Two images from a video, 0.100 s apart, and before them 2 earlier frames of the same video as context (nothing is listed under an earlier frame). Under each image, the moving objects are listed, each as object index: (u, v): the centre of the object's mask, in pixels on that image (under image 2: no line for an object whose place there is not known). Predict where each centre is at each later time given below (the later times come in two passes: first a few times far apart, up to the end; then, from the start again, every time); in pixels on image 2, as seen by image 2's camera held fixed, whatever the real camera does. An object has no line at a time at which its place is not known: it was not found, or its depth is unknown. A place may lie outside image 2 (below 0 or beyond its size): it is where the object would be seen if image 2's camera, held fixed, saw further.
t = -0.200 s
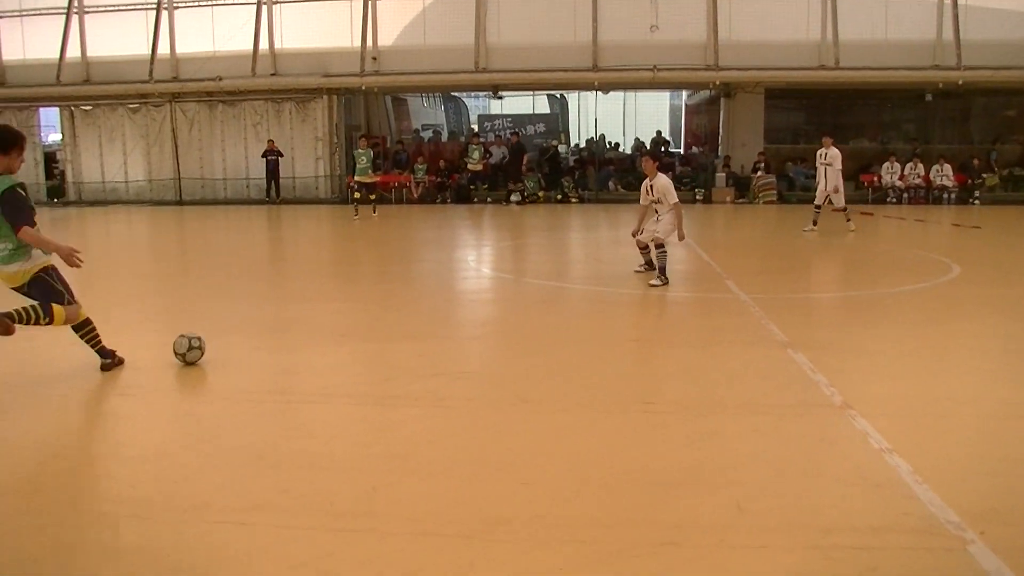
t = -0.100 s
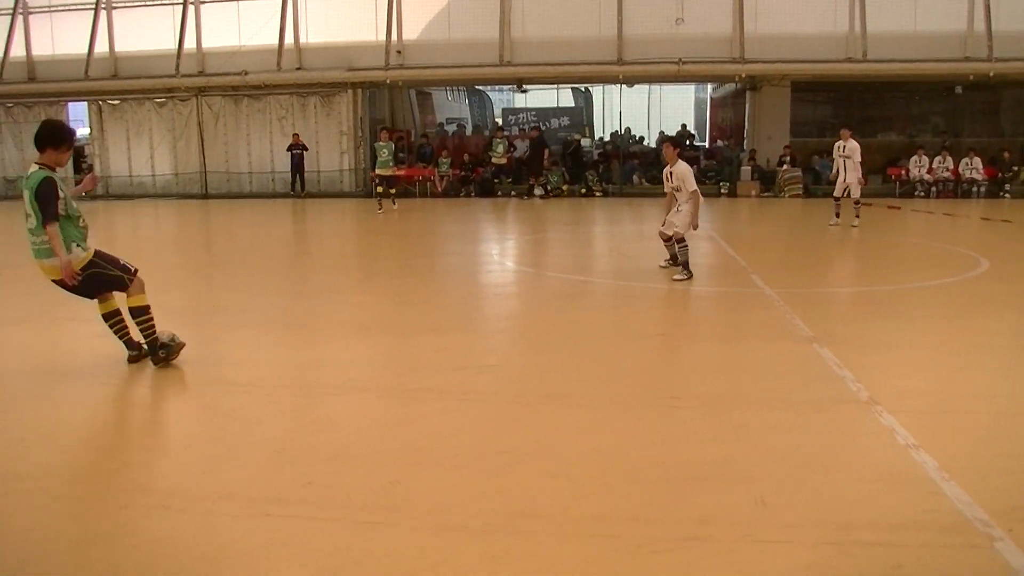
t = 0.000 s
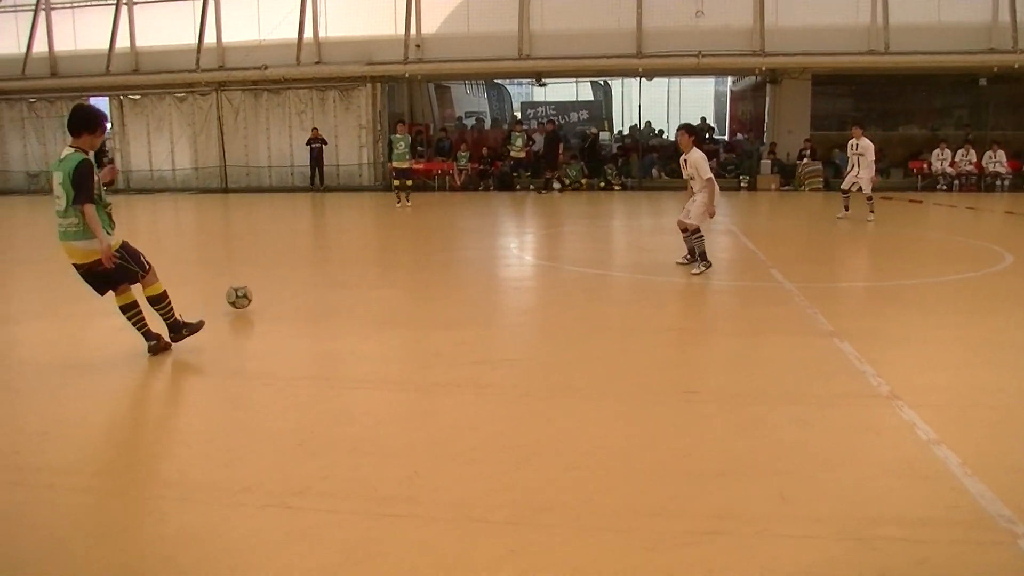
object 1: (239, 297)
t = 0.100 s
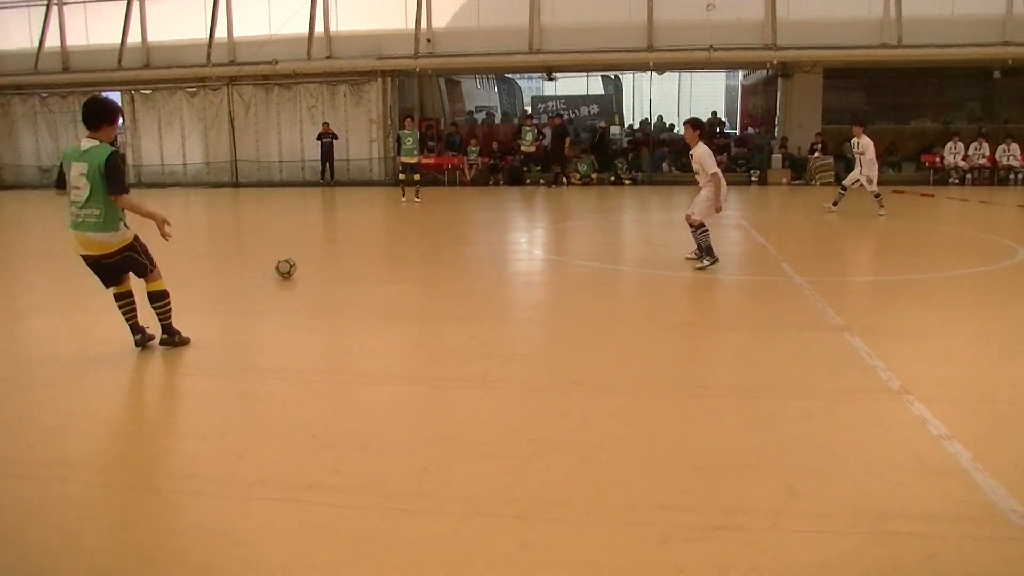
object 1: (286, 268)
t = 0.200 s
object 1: (307, 251)
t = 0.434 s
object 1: (339, 225)
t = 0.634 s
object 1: (353, 212)
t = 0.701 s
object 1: (356, 209)
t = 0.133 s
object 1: (293, 260)
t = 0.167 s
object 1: (300, 255)
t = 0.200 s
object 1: (307, 251)
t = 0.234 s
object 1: (313, 246)
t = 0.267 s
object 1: (318, 242)
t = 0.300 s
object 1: (323, 238)
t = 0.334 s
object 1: (328, 234)
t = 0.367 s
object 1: (332, 231)
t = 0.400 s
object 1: (336, 229)
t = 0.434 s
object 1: (339, 225)
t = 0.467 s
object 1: (342, 222)
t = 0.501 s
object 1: (344, 221)
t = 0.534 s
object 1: (347, 218)
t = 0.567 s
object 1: (349, 217)
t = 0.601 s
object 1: (351, 215)
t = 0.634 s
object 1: (353, 212)
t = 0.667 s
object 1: (354, 212)
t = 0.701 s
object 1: (356, 209)
